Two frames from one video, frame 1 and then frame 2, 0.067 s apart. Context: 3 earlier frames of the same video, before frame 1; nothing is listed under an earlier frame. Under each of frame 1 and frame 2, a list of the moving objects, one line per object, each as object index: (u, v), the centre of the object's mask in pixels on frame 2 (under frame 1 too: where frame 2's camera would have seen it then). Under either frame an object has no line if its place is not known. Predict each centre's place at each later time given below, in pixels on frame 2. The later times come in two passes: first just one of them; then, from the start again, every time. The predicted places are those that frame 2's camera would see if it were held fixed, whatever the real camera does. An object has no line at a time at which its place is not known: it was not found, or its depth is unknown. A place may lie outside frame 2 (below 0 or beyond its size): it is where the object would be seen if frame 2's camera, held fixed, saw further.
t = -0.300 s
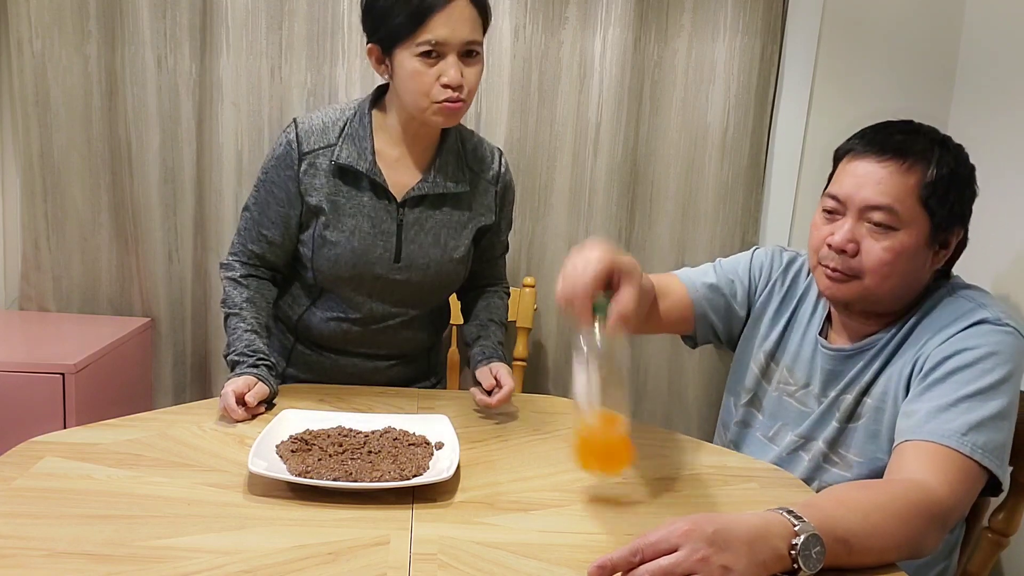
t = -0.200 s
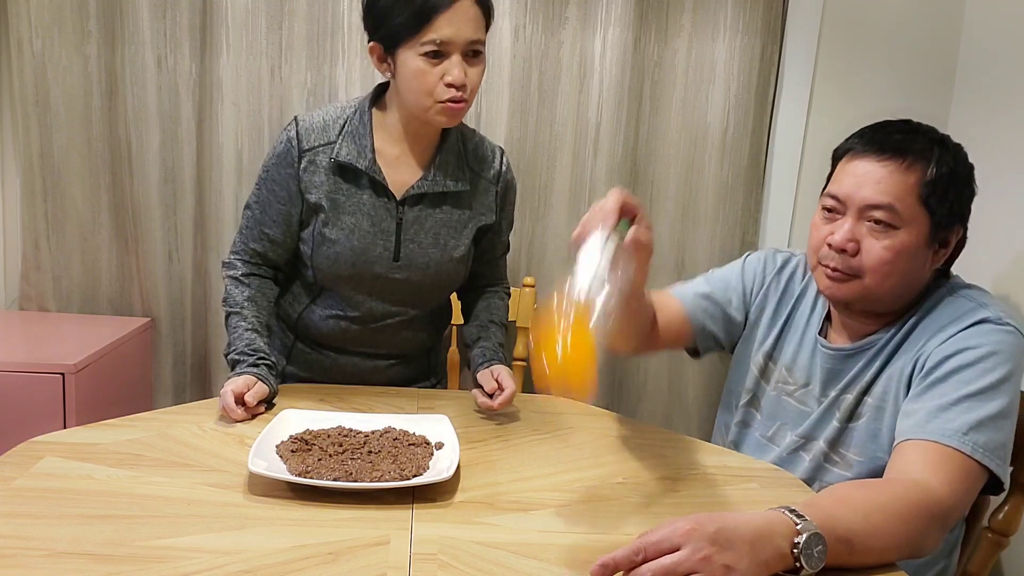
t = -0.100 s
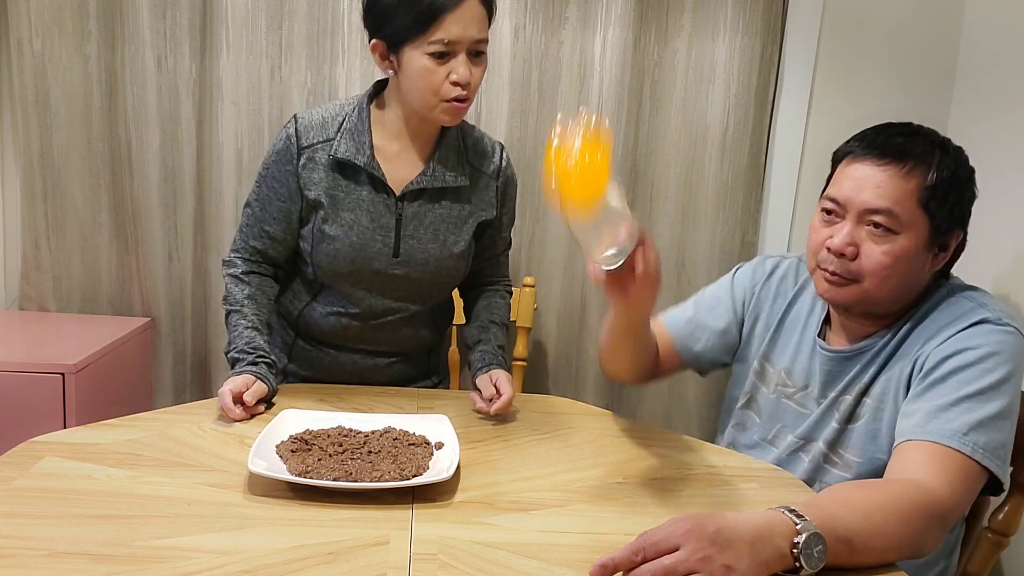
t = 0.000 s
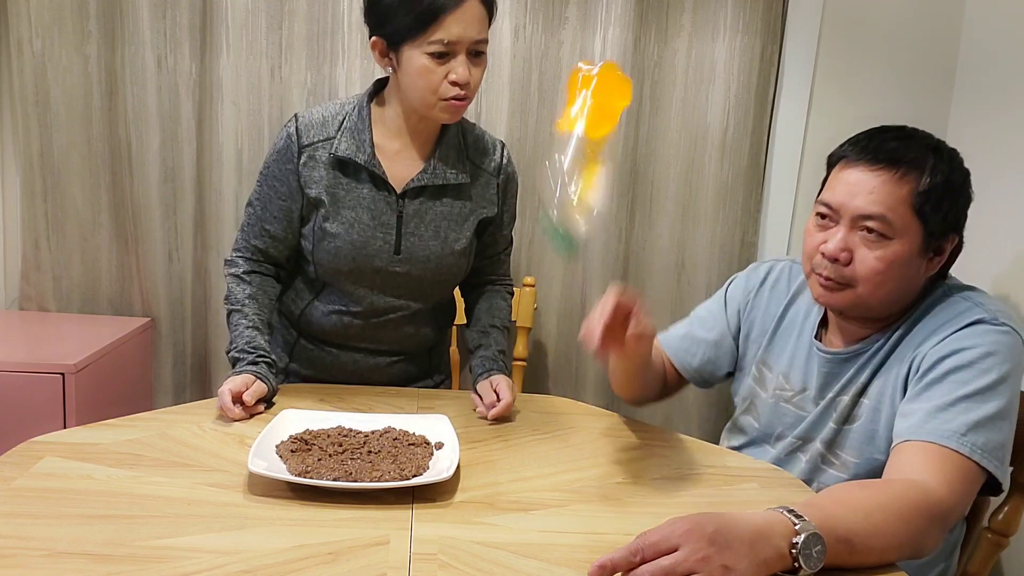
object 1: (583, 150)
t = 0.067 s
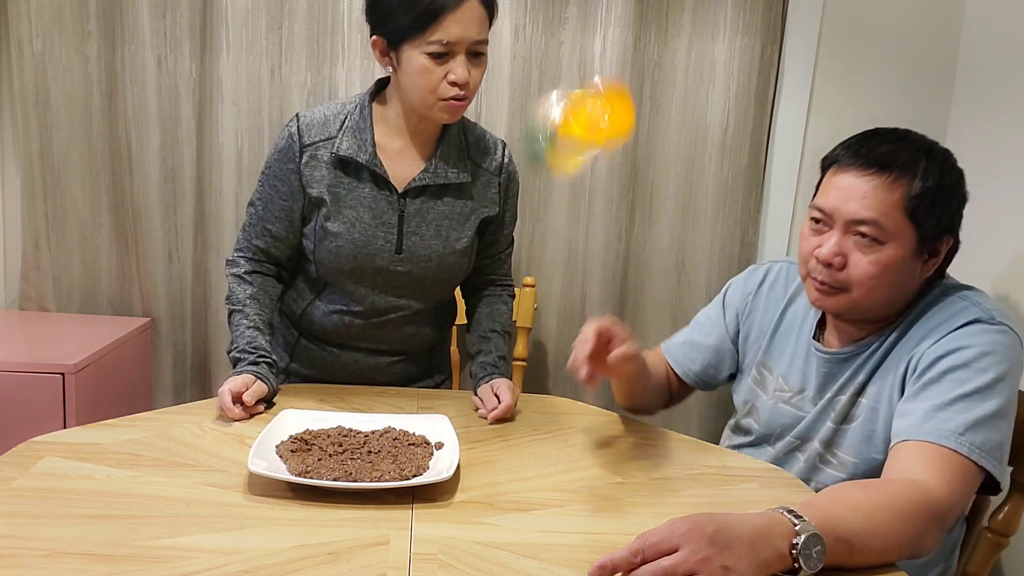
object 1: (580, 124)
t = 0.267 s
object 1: (586, 315)
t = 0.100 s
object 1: (583, 128)
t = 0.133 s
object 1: (584, 144)
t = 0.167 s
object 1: (586, 168)
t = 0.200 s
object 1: (587, 208)
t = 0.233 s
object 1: (588, 256)
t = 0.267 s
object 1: (586, 315)
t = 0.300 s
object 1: (584, 367)
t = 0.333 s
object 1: (586, 406)
